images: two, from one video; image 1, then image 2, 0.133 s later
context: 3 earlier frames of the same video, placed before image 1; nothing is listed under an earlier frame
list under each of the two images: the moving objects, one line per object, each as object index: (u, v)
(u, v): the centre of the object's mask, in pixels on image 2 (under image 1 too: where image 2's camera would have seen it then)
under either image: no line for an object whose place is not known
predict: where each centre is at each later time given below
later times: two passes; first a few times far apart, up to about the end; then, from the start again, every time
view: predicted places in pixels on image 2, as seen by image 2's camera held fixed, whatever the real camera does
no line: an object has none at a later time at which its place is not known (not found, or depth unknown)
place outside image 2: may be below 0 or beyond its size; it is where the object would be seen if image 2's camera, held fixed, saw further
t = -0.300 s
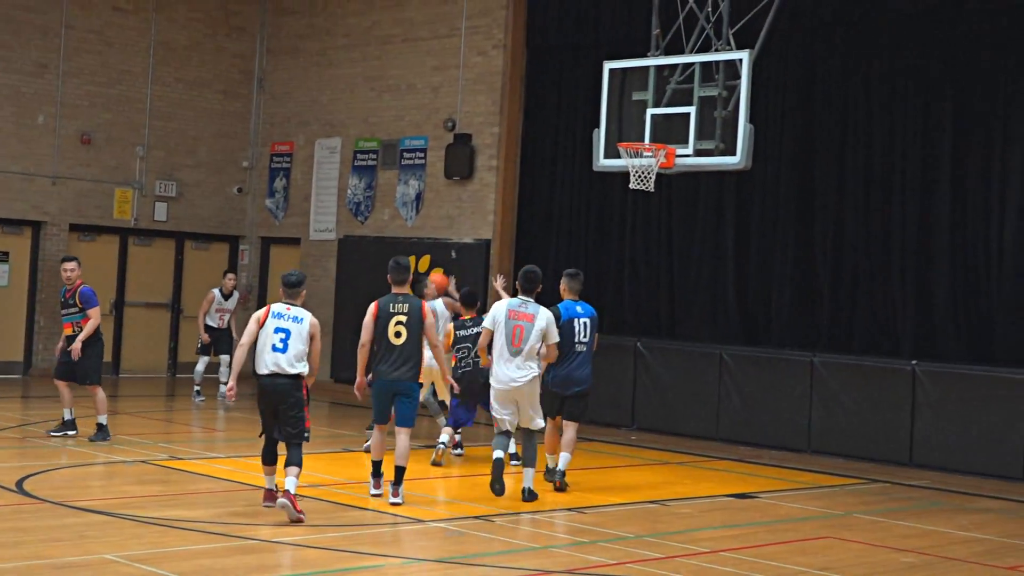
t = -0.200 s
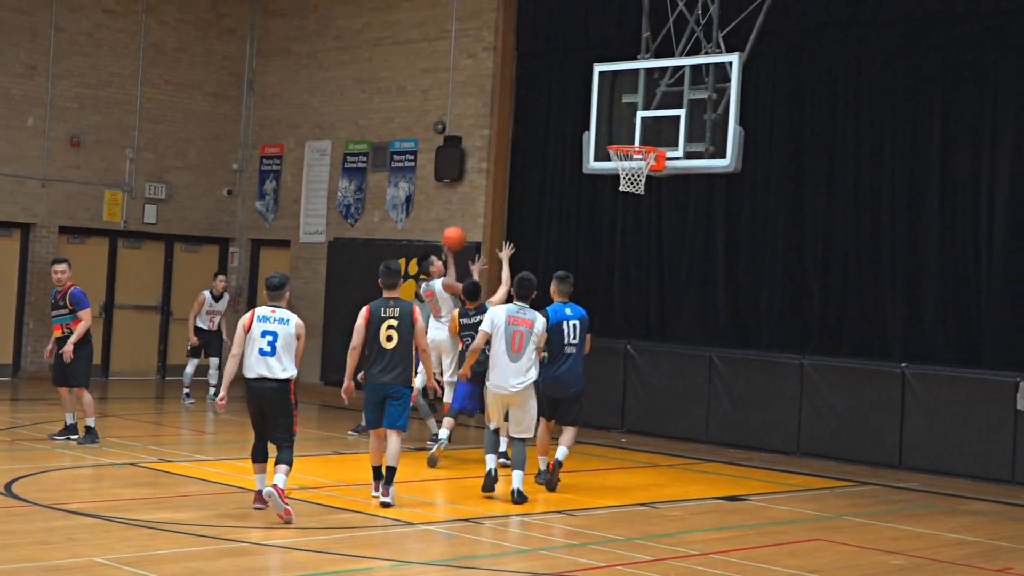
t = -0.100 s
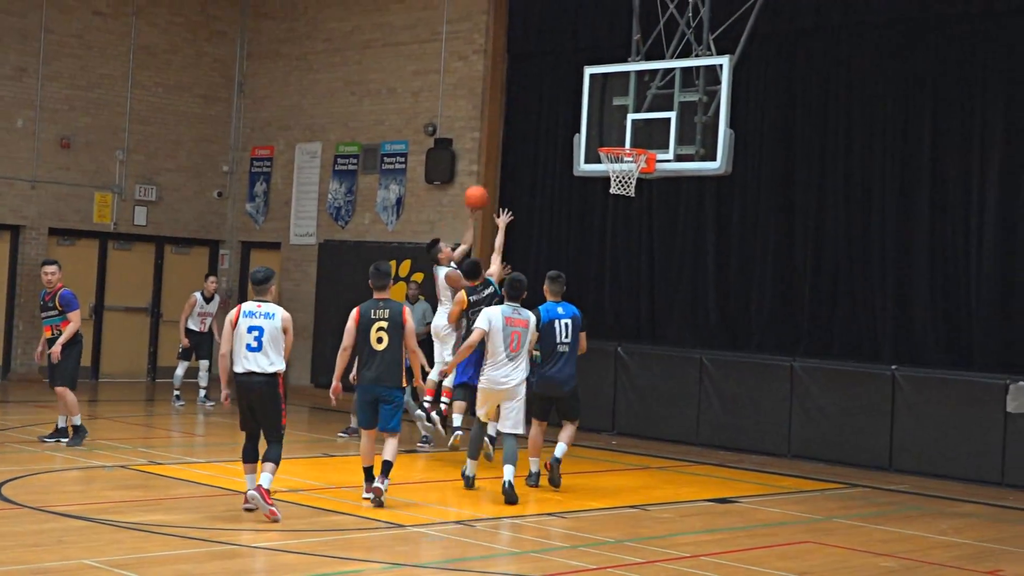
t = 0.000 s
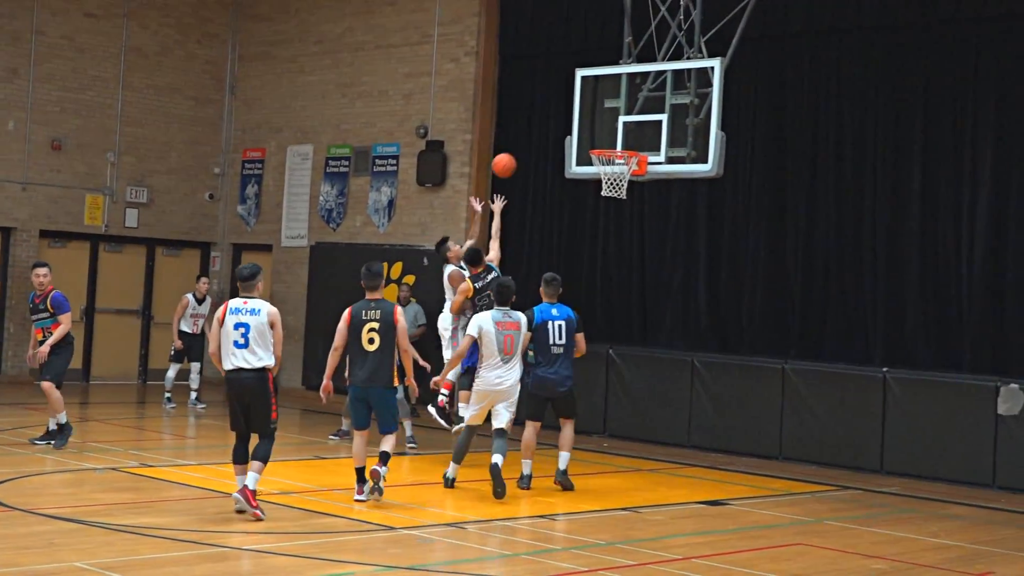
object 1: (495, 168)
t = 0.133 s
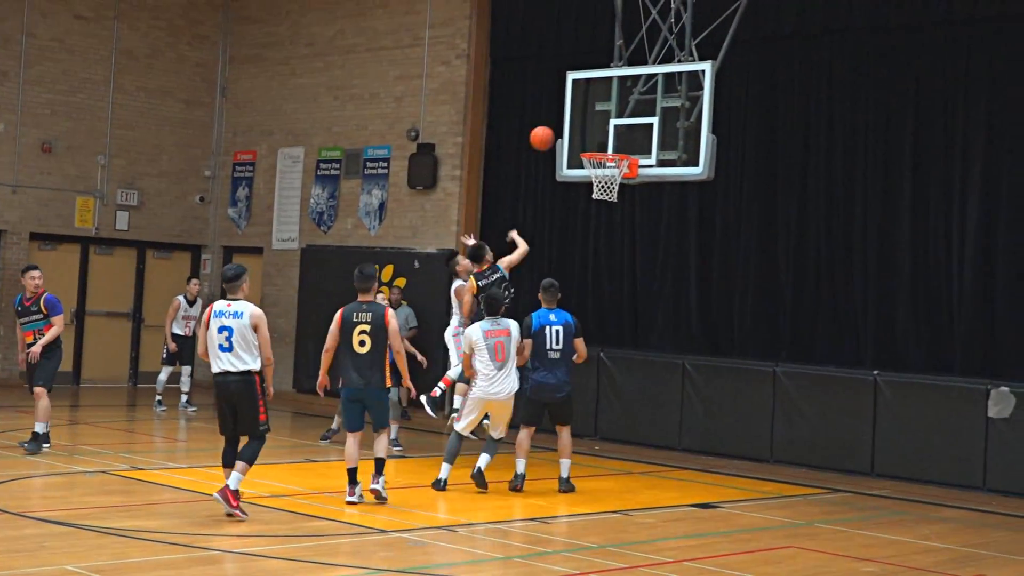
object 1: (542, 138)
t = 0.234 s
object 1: (577, 127)
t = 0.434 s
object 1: (600, 129)
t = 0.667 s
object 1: (608, 144)
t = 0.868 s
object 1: (602, 149)
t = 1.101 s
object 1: (602, 190)
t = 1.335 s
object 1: (608, 205)
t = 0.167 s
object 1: (553, 133)
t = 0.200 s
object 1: (565, 129)
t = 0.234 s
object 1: (577, 127)
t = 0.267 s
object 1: (588, 125)
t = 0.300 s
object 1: (599, 125)
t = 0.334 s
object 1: (602, 125)
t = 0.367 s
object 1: (601, 125)
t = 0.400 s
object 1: (601, 126)
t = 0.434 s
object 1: (600, 129)
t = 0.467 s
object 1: (599, 133)
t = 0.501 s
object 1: (598, 137)
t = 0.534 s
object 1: (598, 142)
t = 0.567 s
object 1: (598, 144)
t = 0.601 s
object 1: (601, 143)
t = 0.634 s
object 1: (605, 143)
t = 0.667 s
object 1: (608, 144)
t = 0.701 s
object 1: (610, 145)
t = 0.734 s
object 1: (613, 147)
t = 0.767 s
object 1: (611, 148)
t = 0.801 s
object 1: (608, 147)
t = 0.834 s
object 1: (605, 148)
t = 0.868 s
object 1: (602, 149)
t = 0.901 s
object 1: (597, 158)
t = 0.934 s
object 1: (599, 162)
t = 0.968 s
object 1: (601, 166)
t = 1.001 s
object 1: (600, 169)
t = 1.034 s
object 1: (601, 174)
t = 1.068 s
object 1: (601, 179)
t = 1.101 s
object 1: (602, 190)
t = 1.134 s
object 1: (603, 188)
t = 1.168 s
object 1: (604, 190)
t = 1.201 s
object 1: (607, 190)
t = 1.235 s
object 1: (606, 200)
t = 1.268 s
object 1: (608, 202)
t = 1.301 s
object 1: (608, 203)
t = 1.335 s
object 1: (608, 205)
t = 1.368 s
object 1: (608, 207)
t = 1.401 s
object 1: (608, 213)
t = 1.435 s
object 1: (607, 220)
